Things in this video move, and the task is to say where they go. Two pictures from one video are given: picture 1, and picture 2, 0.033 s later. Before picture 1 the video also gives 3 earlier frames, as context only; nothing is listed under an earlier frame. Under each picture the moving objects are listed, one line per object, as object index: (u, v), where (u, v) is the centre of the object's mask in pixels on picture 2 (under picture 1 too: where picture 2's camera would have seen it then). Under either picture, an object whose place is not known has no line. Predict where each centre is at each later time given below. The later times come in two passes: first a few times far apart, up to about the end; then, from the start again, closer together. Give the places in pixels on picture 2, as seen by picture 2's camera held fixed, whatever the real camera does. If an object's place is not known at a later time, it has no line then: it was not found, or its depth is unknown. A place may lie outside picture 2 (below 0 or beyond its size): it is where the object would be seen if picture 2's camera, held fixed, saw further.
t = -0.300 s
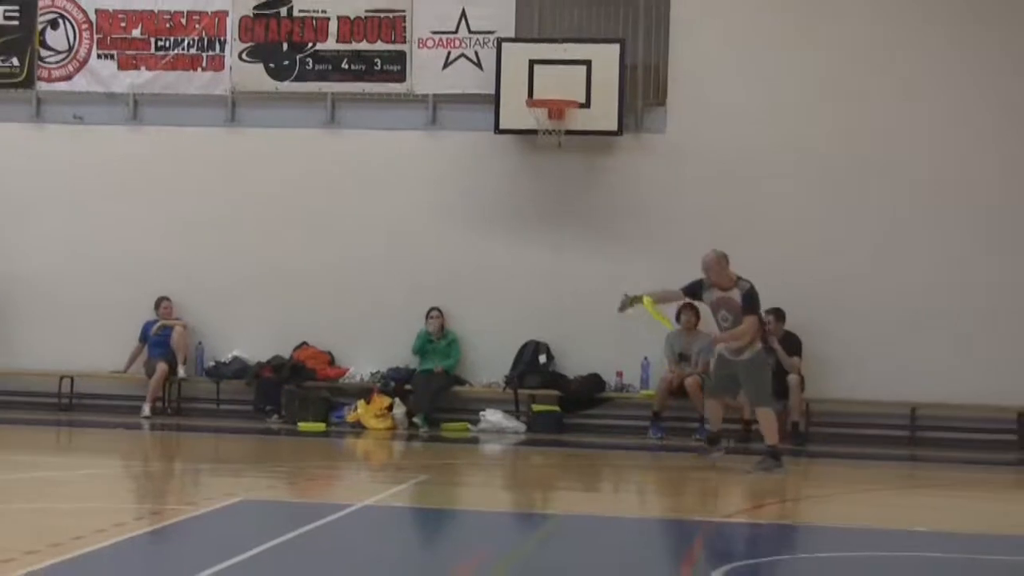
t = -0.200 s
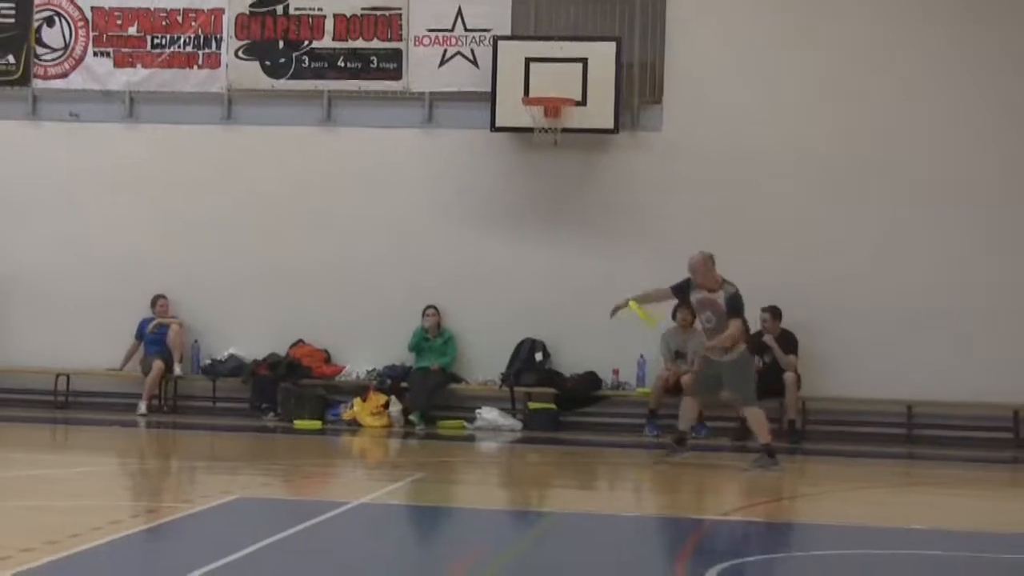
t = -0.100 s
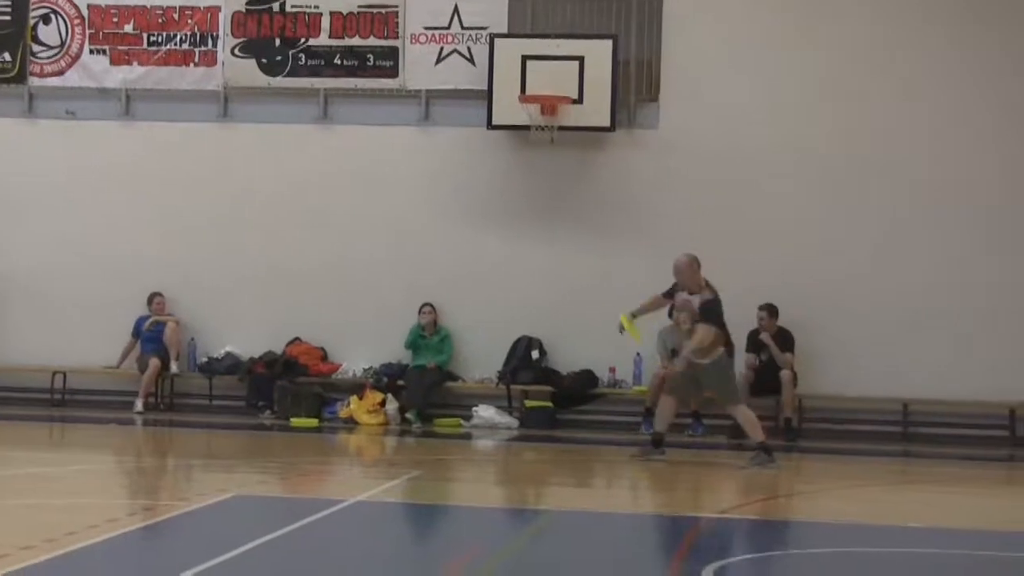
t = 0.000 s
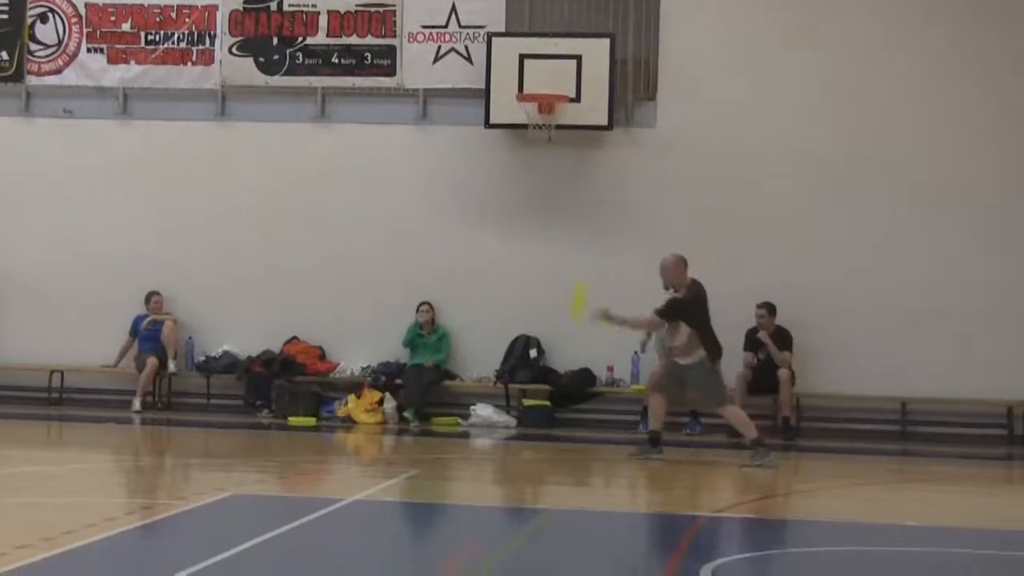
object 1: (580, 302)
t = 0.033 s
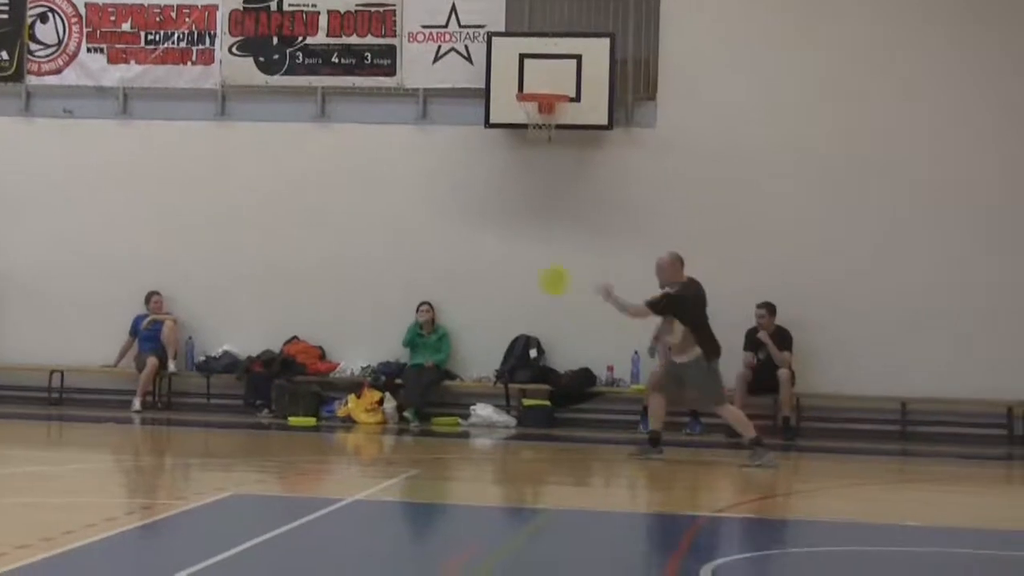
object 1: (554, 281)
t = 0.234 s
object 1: (427, 184)
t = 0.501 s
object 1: (301, 118)
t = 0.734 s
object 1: (232, 130)
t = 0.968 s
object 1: (187, 191)
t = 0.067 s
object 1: (531, 260)
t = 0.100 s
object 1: (509, 243)
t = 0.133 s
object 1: (484, 226)
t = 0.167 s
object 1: (464, 208)
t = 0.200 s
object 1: (445, 194)
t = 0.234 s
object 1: (427, 184)
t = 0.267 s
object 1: (409, 171)
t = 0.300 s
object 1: (396, 163)
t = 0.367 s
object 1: (359, 141)
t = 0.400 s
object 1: (345, 135)
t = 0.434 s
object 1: (331, 131)
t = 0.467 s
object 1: (317, 127)
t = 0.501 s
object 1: (301, 118)
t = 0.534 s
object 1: (289, 119)
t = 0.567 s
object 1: (281, 120)
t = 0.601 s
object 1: (271, 121)
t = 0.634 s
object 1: (258, 121)
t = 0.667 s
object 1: (247, 121)
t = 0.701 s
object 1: (240, 131)
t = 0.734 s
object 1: (232, 130)
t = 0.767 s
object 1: (224, 138)
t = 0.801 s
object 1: (217, 145)
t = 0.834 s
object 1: (210, 153)
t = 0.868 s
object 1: (206, 159)
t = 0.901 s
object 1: (197, 170)
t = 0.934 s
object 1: (192, 179)
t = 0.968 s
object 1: (187, 191)
